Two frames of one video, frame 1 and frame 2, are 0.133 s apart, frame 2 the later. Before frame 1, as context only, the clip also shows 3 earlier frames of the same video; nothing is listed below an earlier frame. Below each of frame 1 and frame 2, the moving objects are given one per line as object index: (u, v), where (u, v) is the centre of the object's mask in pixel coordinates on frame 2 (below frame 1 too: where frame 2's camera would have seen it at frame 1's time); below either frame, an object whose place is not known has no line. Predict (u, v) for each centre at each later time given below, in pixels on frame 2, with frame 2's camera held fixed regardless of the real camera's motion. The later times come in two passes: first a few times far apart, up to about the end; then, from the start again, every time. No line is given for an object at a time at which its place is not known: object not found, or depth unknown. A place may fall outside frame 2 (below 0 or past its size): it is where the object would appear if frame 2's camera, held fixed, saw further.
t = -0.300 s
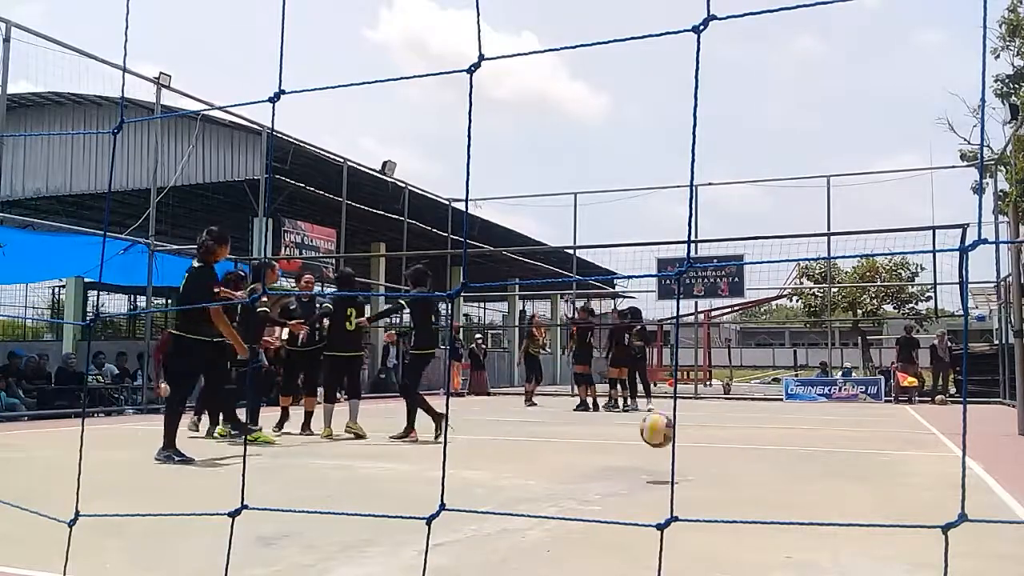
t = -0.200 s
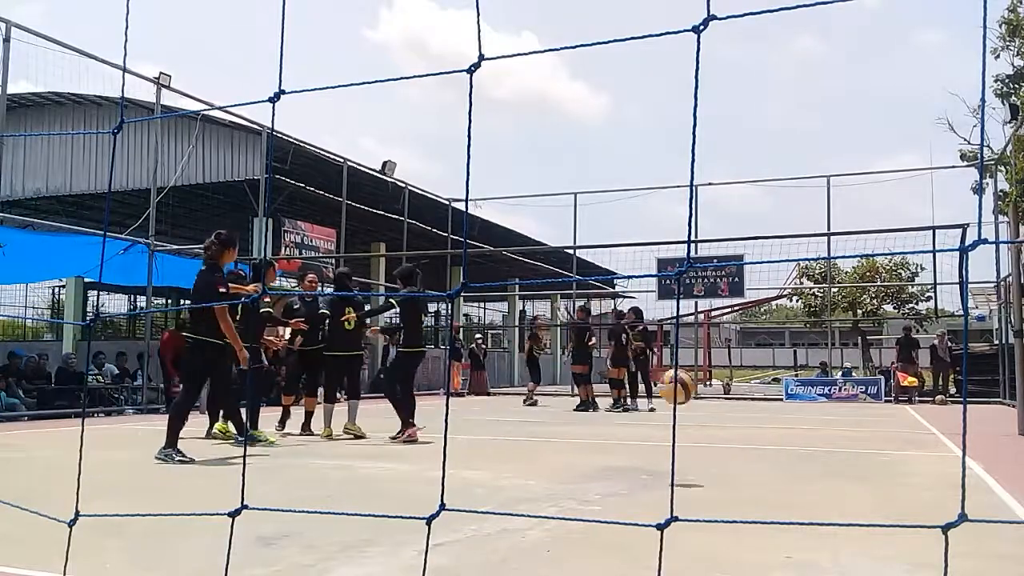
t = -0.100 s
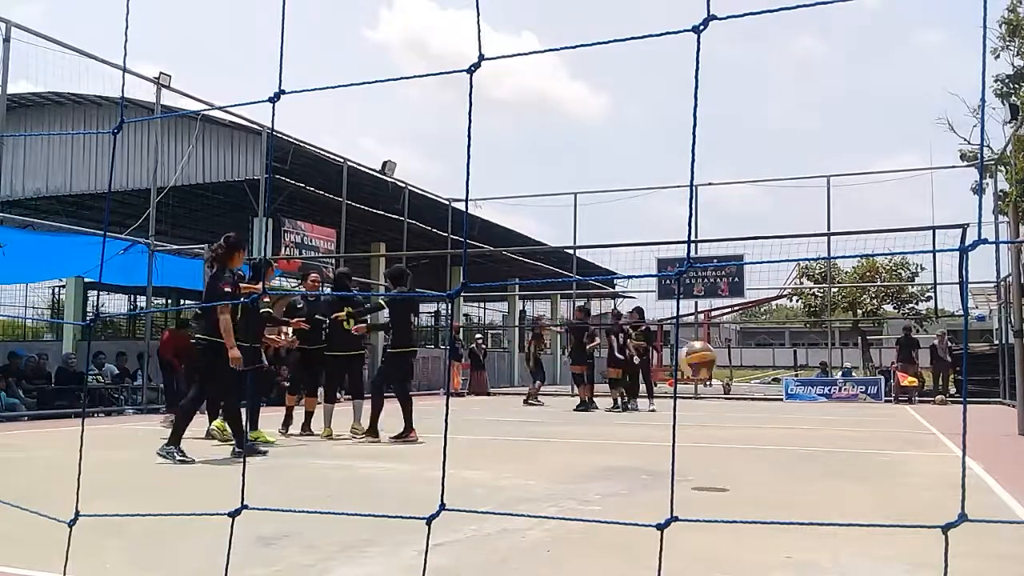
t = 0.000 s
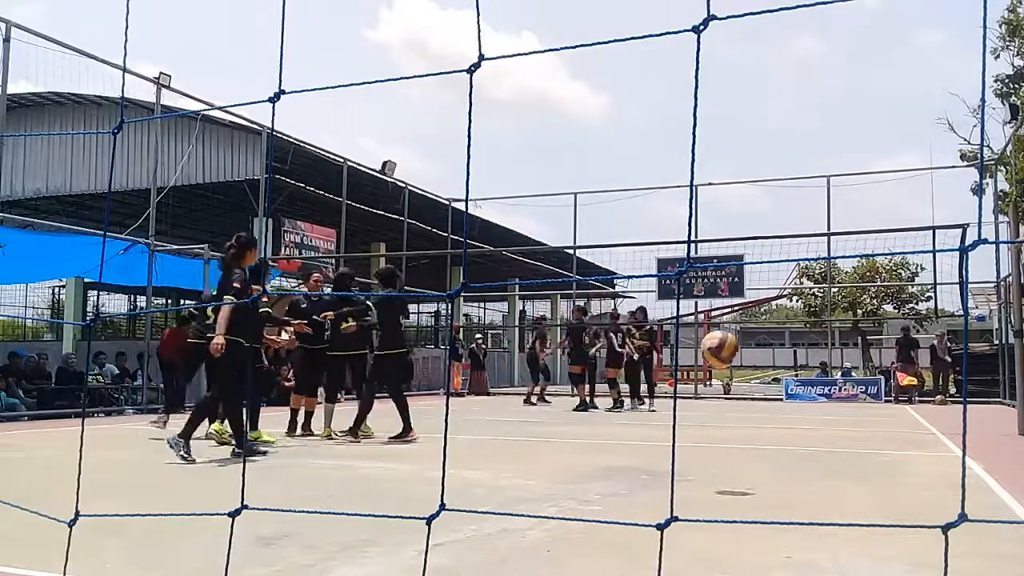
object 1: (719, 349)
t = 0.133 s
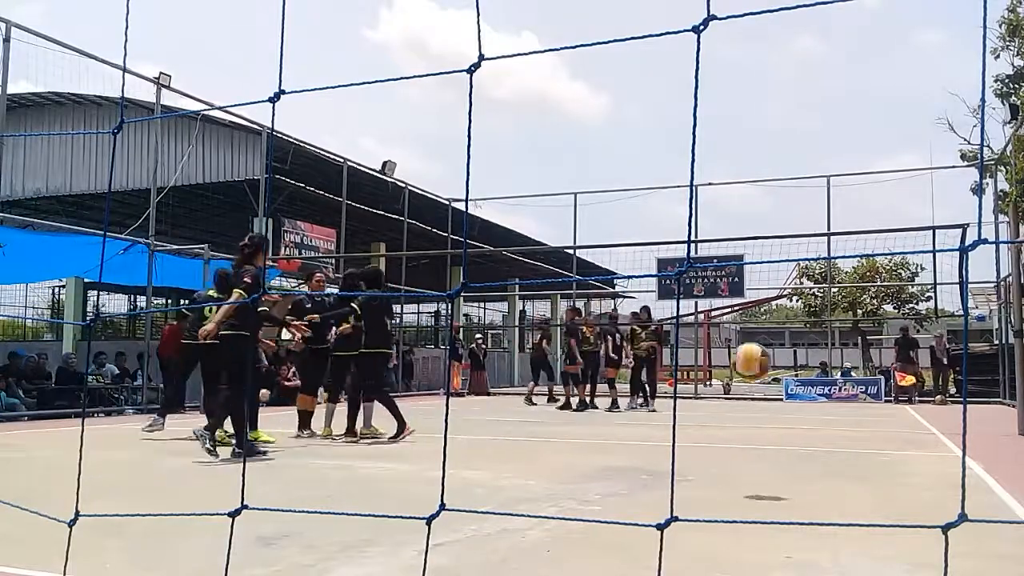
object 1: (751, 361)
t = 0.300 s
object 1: (795, 425)
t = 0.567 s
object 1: (871, 411)
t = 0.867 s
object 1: (971, 408)
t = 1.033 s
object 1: (1016, 495)
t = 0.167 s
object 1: (760, 370)
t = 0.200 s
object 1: (767, 379)
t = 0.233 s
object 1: (776, 392)
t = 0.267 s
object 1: (786, 407)
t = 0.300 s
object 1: (795, 425)
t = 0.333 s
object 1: (804, 443)
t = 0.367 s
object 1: (814, 464)
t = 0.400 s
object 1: (823, 488)
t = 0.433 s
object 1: (833, 469)
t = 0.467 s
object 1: (842, 452)
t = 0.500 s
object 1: (851, 436)
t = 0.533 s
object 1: (861, 422)
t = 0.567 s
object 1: (871, 411)
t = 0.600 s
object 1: (881, 401)
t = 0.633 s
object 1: (892, 394)
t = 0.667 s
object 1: (902, 388)
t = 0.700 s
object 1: (913, 386)
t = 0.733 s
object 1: (924, 386)
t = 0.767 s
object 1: (935, 388)
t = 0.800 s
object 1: (946, 392)
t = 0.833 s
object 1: (959, 399)
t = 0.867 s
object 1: (971, 408)
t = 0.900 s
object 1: (984, 421)
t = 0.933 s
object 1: (995, 436)
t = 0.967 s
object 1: (1004, 453)
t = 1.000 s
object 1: (1010, 473)
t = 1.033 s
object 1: (1016, 495)
